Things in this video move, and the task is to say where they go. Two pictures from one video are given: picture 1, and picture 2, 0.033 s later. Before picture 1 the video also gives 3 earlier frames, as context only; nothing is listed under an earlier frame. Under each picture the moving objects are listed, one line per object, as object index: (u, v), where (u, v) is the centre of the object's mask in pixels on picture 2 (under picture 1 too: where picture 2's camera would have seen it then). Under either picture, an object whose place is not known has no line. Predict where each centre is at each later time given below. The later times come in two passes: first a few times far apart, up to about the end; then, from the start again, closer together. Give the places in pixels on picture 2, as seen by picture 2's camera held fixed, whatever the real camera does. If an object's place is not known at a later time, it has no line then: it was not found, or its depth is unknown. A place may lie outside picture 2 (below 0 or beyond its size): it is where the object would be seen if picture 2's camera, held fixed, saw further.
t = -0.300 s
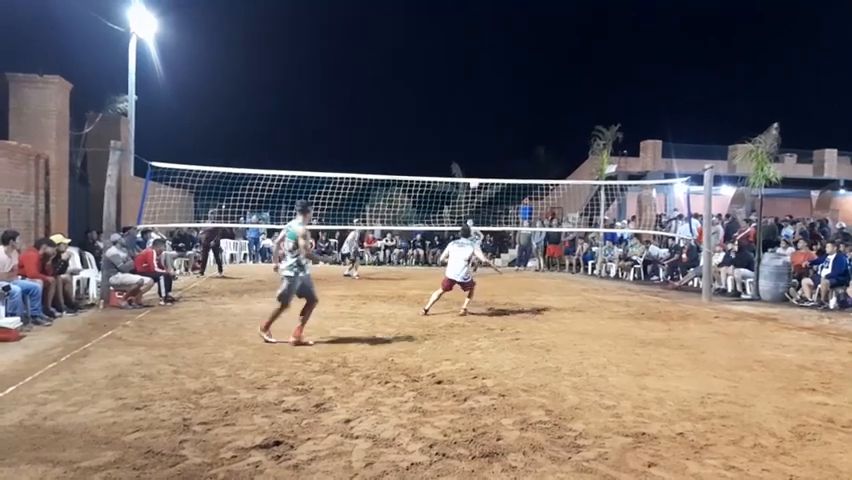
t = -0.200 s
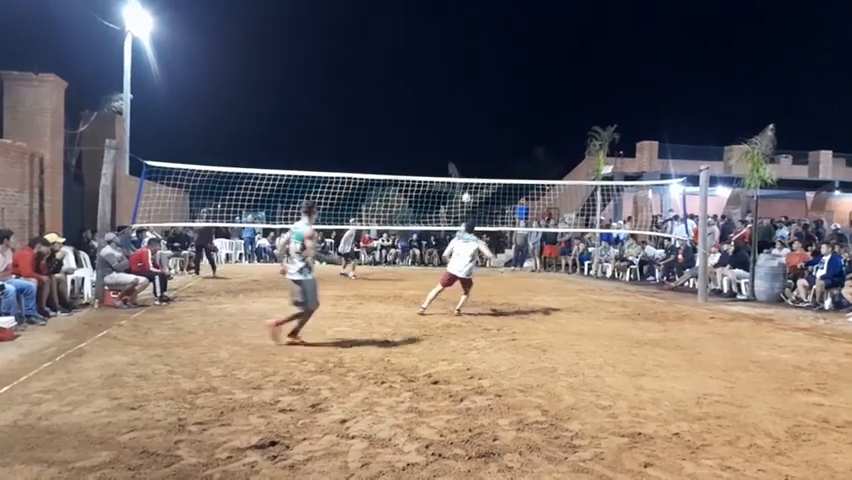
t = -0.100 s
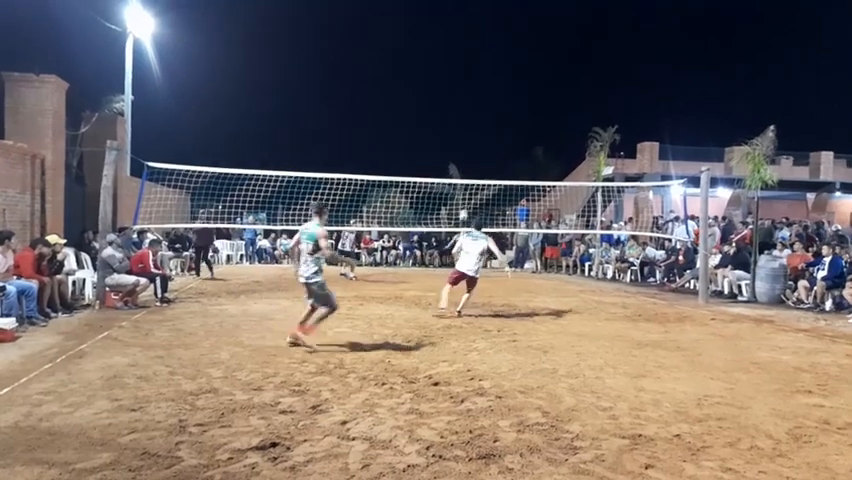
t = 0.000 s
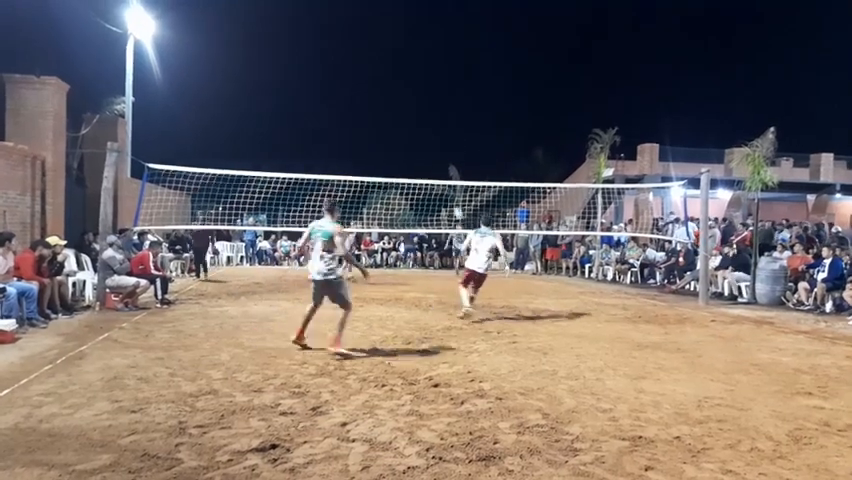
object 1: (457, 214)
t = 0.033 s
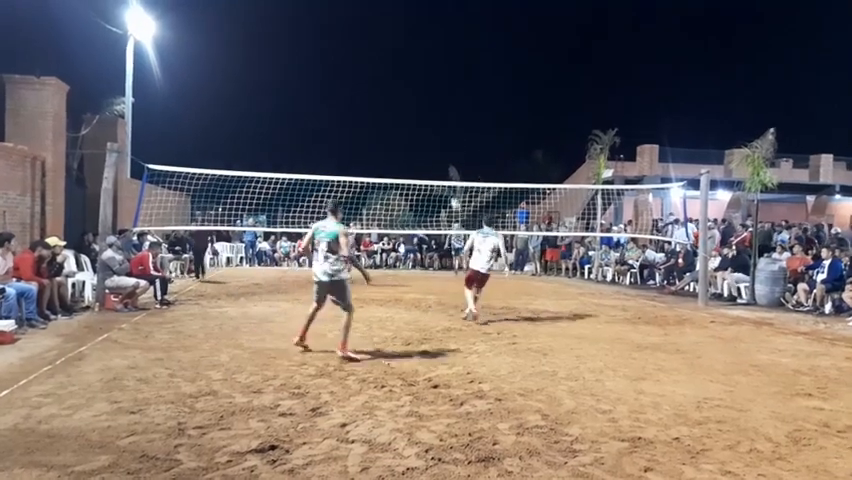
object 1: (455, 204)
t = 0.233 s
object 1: (439, 150)
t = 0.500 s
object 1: (415, 96)
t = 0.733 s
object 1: (392, 69)
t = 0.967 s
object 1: (367, 60)
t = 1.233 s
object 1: (335, 78)
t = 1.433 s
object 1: (309, 111)
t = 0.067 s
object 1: (452, 194)
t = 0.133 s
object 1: (447, 175)
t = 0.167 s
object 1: (444, 167)
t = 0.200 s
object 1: (442, 158)
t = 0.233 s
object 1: (439, 150)
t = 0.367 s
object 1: (427, 121)
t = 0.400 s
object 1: (424, 114)
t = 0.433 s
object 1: (421, 108)
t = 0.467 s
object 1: (418, 102)
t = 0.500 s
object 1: (415, 96)
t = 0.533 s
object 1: (412, 92)
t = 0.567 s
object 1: (408, 87)
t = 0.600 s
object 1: (405, 82)
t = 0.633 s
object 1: (402, 79)
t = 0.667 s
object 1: (398, 75)
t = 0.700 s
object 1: (395, 72)
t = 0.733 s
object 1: (392, 69)
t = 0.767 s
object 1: (388, 66)
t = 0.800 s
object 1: (385, 65)
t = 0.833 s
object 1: (381, 63)
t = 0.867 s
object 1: (378, 62)
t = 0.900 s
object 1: (374, 61)
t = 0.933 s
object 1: (370, 61)
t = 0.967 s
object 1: (367, 60)
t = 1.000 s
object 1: (363, 61)
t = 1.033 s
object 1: (358, 62)
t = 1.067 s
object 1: (355, 64)
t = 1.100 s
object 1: (351, 65)
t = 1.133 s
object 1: (347, 68)
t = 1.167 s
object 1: (343, 71)
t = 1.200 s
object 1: (339, 74)
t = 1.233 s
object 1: (335, 78)
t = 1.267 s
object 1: (331, 82)
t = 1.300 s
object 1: (326, 87)
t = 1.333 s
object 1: (322, 92)
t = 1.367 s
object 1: (318, 98)
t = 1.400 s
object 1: (314, 104)
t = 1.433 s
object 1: (309, 111)
